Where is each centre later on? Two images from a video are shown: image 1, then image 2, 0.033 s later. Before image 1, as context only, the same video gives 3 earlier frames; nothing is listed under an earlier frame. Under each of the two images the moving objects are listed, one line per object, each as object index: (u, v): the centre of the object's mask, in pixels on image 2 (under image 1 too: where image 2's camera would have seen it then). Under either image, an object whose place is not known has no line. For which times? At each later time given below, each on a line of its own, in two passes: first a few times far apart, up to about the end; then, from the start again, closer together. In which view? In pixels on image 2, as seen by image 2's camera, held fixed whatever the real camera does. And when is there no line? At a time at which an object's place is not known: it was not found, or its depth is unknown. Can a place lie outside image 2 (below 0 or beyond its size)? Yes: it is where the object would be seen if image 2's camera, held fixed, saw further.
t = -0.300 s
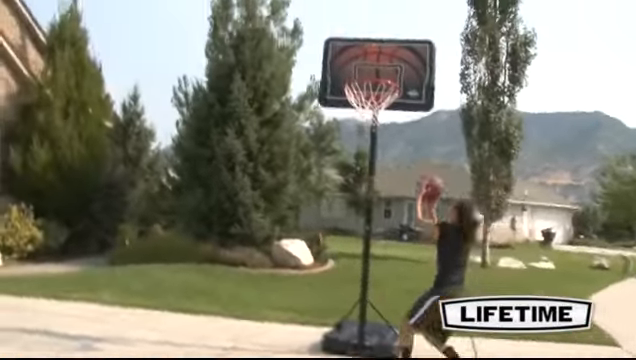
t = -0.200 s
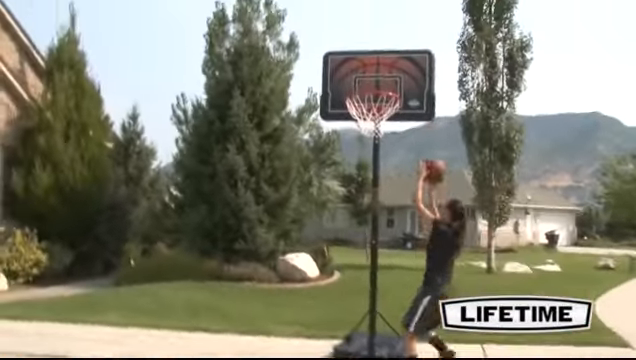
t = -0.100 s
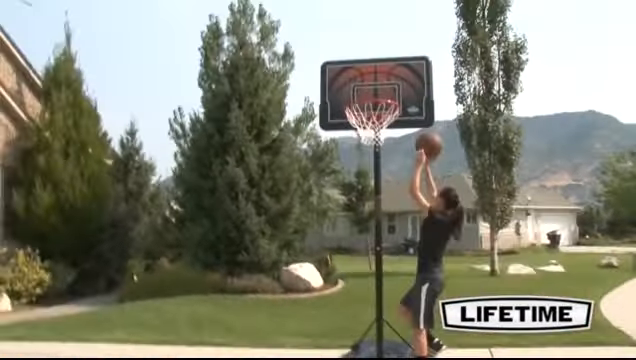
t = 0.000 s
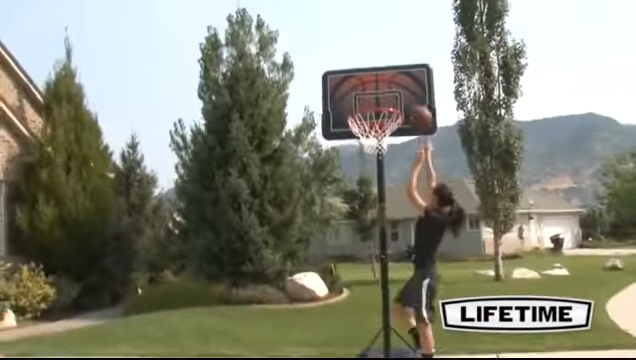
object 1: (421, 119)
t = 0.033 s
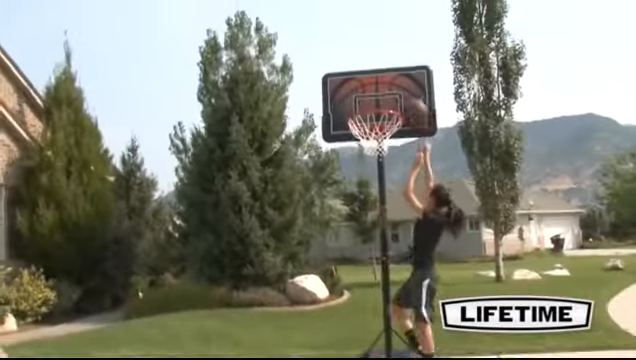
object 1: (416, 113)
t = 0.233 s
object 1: (393, 84)
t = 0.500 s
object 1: (371, 106)
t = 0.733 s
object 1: (372, 173)
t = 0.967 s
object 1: (384, 295)
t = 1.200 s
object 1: (403, 340)
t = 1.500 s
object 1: (433, 225)
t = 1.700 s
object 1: (458, 208)
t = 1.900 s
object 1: (488, 244)
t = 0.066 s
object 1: (410, 105)
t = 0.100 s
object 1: (407, 100)
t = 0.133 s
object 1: (405, 94)
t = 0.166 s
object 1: (399, 93)
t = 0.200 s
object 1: (397, 87)
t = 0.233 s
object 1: (393, 84)
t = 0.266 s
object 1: (392, 85)
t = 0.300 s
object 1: (388, 85)
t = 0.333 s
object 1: (385, 86)
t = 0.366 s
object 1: (380, 92)
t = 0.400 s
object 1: (380, 95)
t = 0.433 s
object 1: (377, 98)
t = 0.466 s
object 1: (377, 101)
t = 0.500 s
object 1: (371, 106)
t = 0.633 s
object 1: (374, 150)
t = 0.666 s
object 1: (371, 151)
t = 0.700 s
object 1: (371, 160)
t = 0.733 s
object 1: (372, 173)
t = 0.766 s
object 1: (375, 185)
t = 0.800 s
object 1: (377, 202)
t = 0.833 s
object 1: (379, 217)
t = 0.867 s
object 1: (379, 232)
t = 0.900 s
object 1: (382, 251)
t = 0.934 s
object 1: (383, 271)
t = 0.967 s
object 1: (384, 295)
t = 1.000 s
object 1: (386, 319)
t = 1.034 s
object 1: (388, 342)
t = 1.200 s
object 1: (403, 340)
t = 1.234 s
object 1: (407, 324)
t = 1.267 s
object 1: (410, 306)
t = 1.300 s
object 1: (412, 292)
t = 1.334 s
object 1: (416, 277)
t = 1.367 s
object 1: (419, 264)
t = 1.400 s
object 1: (424, 253)
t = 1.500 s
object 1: (433, 225)
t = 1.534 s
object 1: (438, 219)
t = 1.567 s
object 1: (441, 213)
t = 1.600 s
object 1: (445, 210)
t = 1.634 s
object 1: (449, 208)
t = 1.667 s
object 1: (453, 207)
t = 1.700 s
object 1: (458, 208)
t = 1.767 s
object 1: (467, 213)
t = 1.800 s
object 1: (472, 218)
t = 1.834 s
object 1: (477, 225)
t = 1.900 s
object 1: (488, 244)
